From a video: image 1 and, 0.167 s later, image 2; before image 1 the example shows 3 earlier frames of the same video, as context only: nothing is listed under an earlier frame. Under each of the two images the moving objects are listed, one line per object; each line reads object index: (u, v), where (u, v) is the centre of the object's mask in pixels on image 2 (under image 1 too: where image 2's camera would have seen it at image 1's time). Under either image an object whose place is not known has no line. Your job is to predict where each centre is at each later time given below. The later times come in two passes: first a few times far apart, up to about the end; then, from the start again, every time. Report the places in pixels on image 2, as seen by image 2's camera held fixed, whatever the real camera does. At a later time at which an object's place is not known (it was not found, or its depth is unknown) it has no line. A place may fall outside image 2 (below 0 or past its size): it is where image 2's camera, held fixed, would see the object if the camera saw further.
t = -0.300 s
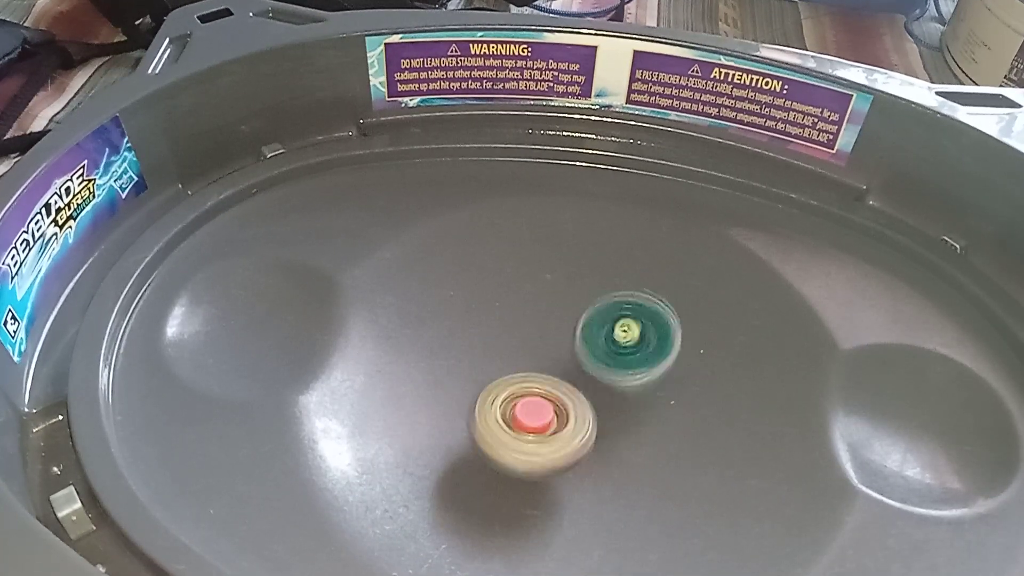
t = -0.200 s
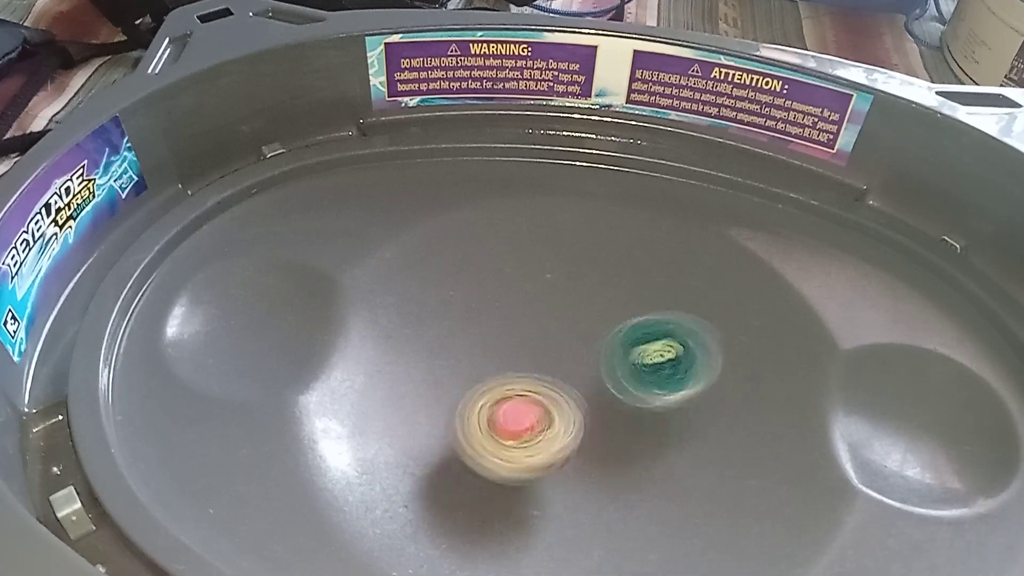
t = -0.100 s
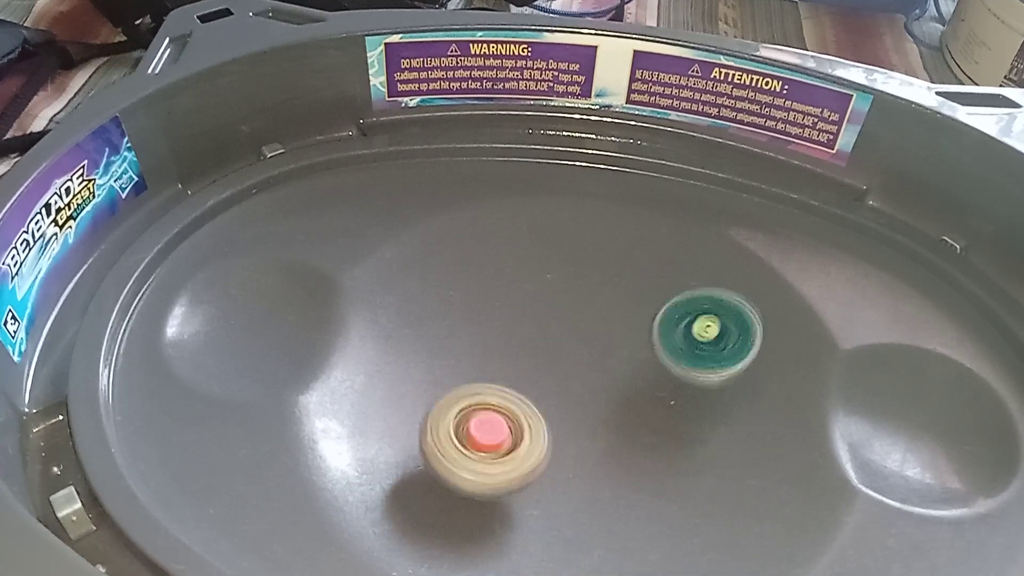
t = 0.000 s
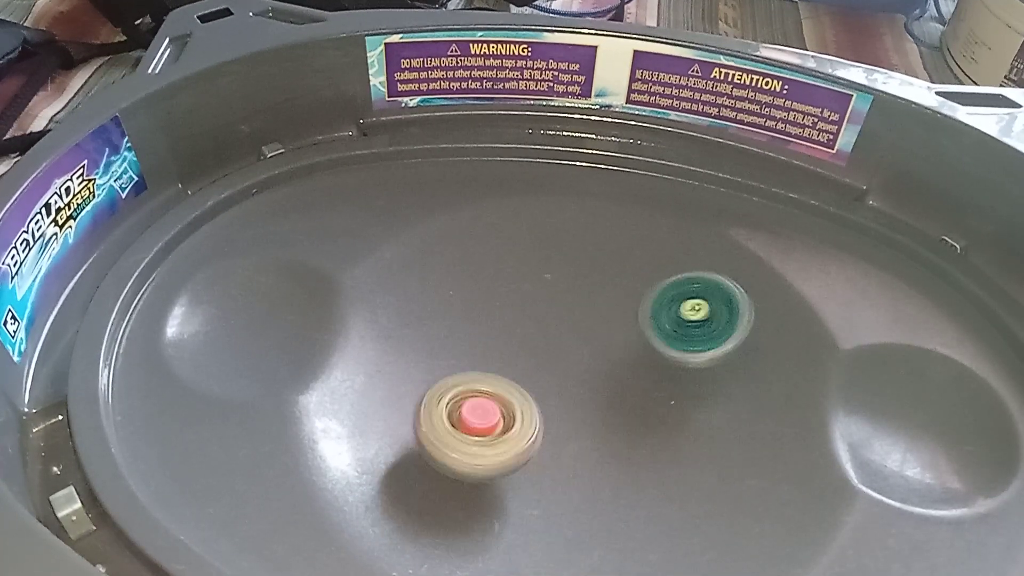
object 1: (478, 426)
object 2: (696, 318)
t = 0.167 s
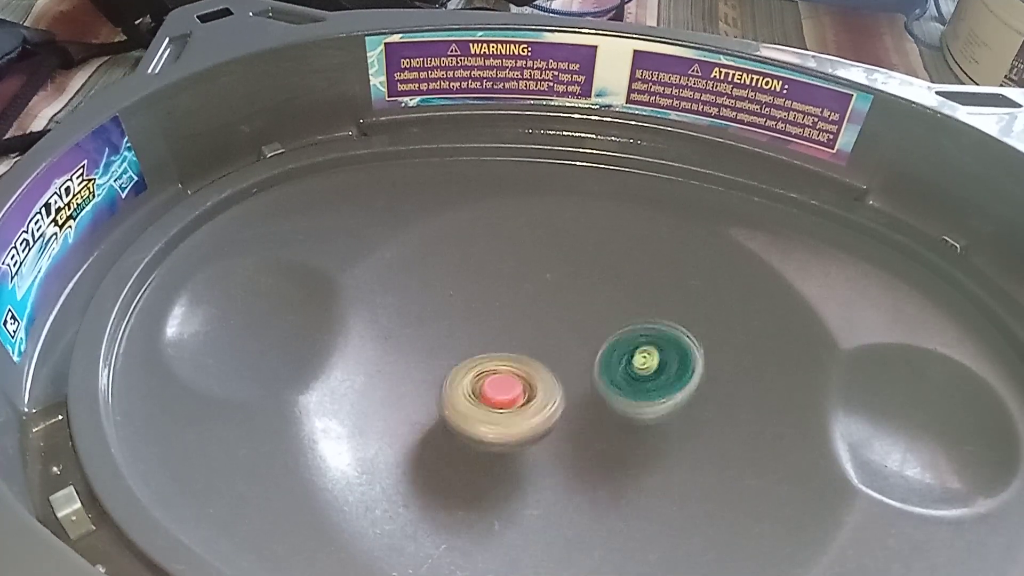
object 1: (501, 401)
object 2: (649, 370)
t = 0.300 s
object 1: (529, 384)
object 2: (640, 426)
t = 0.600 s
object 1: (583, 343)
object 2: (683, 496)
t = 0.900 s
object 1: (623, 331)
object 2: (562, 429)
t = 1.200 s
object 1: (624, 387)
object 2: (450, 412)
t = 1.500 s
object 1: (707, 438)
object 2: (451, 367)
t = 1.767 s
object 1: (714, 433)
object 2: (483, 376)
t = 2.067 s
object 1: (681, 439)
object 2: (592, 328)
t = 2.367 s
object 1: (613, 468)
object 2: (627, 324)
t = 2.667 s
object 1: (559, 472)
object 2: (683, 417)
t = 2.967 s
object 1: (541, 420)
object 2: (689, 447)
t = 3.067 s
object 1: (531, 403)
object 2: (655, 451)
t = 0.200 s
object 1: (508, 397)
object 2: (645, 384)
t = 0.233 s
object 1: (515, 393)
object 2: (642, 398)
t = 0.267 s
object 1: (522, 388)
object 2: (640, 412)
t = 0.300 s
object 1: (529, 384)
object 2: (640, 426)
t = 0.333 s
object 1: (535, 380)
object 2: (640, 440)
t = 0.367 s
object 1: (542, 374)
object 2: (642, 453)
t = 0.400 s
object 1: (549, 370)
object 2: (645, 466)
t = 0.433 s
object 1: (555, 366)
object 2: (649, 477)
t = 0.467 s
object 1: (561, 361)
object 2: (655, 486)
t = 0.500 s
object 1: (567, 356)
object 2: (663, 495)
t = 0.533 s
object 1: (573, 353)
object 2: (672, 500)
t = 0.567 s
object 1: (578, 348)
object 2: (680, 501)
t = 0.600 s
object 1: (583, 343)
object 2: (683, 496)
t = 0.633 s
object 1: (588, 339)
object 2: (681, 489)
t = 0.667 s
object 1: (592, 336)
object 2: (673, 479)
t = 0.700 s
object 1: (597, 332)
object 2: (660, 469)
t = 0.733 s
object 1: (602, 329)
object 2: (644, 461)
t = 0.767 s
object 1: (606, 327)
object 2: (627, 453)
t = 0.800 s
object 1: (611, 325)
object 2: (612, 446)
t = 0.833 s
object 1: (616, 326)
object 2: (594, 440)
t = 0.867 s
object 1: (620, 327)
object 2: (578, 434)
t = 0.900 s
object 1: (623, 331)
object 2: (562, 429)
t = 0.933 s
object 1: (625, 336)
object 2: (546, 424)
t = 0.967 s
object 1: (626, 342)
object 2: (529, 420)
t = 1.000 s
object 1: (626, 348)
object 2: (514, 416)
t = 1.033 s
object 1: (626, 354)
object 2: (500, 413)
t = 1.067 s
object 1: (626, 361)
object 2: (487, 410)
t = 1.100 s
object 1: (625, 368)
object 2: (473, 408)
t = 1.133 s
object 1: (625, 373)
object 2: (462, 407)
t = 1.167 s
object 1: (624, 381)
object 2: (453, 409)
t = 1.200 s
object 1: (624, 387)
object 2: (450, 412)
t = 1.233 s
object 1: (624, 392)
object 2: (453, 415)
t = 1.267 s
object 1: (624, 400)
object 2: (462, 417)
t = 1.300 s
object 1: (624, 407)
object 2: (475, 416)
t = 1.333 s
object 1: (625, 411)
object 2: (489, 412)
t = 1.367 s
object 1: (626, 418)
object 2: (501, 406)
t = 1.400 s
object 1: (638, 425)
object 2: (502, 396)
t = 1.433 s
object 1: (672, 431)
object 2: (476, 381)
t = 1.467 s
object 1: (694, 436)
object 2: (462, 372)
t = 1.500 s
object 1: (707, 438)
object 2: (451, 367)
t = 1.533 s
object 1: (712, 440)
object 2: (439, 363)
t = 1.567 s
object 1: (714, 442)
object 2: (429, 361)
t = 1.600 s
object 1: (714, 442)
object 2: (424, 363)
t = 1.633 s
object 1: (716, 441)
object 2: (426, 367)
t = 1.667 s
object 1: (717, 441)
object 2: (436, 372)
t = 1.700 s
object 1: (716, 439)
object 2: (451, 376)
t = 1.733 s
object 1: (717, 436)
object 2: (467, 377)
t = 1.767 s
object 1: (714, 433)
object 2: (483, 376)
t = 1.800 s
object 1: (711, 429)
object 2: (498, 372)
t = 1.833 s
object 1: (705, 427)
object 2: (514, 370)
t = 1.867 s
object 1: (699, 423)
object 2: (529, 368)
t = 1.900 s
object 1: (692, 420)
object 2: (543, 365)
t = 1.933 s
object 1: (684, 418)
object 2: (559, 360)
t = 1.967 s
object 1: (676, 417)
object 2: (573, 355)
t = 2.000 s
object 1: (673, 421)
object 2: (581, 347)
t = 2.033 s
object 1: (680, 433)
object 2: (584, 336)
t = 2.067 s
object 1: (681, 439)
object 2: (592, 328)
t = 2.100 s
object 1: (674, 442)
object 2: (599, 321)
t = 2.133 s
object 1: (667, 445)
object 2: (607, 314)
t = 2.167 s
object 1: (658, 449)
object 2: (613, 310)
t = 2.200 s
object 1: (649, 453)
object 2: (618, 306)
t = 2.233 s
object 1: (642, 455)
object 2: (620, 304)
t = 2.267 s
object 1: (634, 458)
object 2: (622, 305)
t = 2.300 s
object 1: (627, 460)
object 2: (623, 309)
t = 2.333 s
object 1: (620, 464)
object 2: (624, 315)
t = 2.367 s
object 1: (613, 468)
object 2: (627, 324)
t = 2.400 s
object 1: (606, 469)
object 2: (631, 335)
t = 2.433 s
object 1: (600, 472)
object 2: (636, 345)
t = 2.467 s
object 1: (596, 474)
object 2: (641, 356)
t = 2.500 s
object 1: (589, 476)
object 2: (647, 367)
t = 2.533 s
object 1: (583, 478)
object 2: (654, 376)
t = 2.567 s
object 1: (577, 477)
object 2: (661, 388)
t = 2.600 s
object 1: (570, 478)
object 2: (667, 399)
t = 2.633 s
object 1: (564, 476)
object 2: (675, 408)
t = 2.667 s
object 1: (559, 472)
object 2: (683, 417)
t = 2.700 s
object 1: (556, 467)
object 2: (690, 426)
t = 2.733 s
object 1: (554, 461)
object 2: (697, 433)
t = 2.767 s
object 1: (550, 456)
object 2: (703, 440)
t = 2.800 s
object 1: (549, 449)
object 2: (709, 445)
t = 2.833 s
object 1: (547, 444)
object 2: (712, 448)
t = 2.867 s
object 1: (546, 438)
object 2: (712, 448)
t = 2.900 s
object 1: (545, 433)
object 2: (709, 448)
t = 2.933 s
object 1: (543, 426)
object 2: (701, 447)
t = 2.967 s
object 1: (541, 420)
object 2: (689, 447)
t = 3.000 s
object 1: (539, 415)
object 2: (675, 446)
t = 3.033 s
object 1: (538, 410)
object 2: (660, 447)
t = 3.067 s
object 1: (531, 403)
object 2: (655, 451)
